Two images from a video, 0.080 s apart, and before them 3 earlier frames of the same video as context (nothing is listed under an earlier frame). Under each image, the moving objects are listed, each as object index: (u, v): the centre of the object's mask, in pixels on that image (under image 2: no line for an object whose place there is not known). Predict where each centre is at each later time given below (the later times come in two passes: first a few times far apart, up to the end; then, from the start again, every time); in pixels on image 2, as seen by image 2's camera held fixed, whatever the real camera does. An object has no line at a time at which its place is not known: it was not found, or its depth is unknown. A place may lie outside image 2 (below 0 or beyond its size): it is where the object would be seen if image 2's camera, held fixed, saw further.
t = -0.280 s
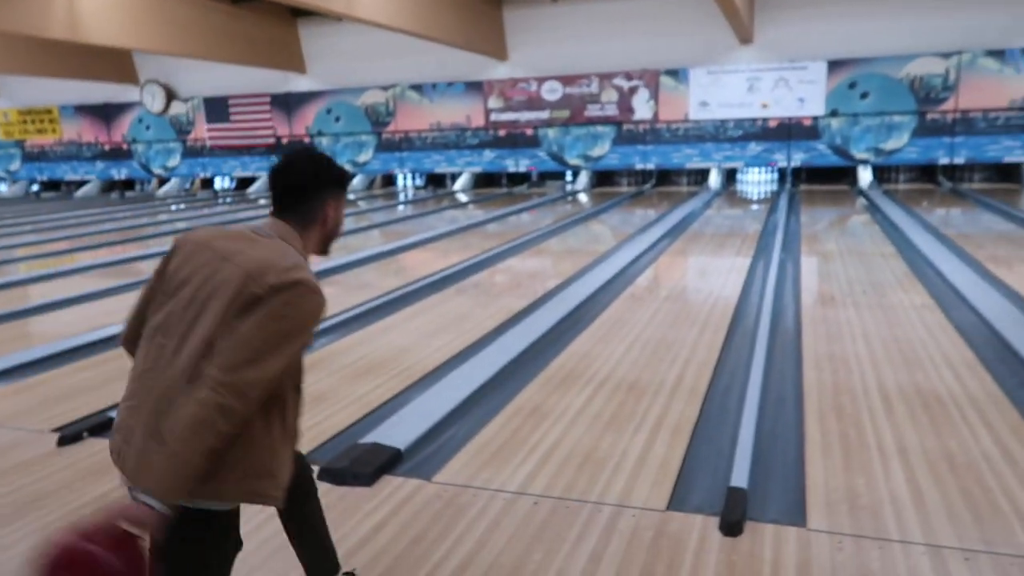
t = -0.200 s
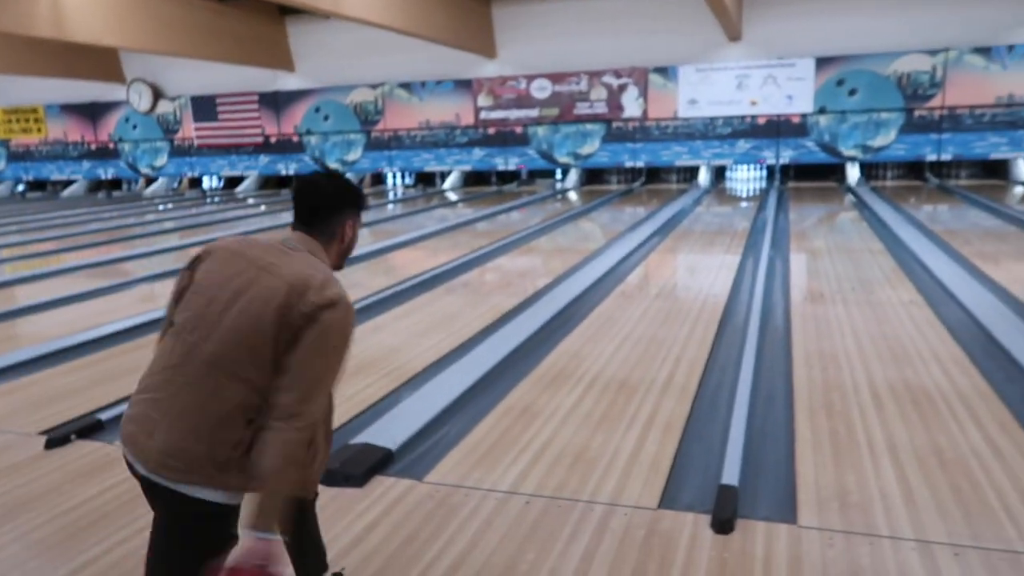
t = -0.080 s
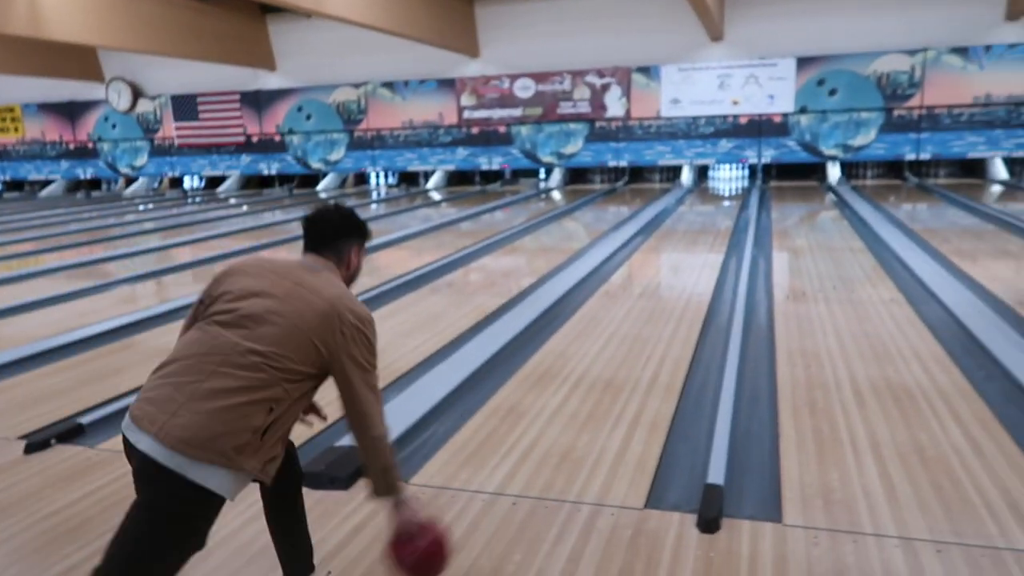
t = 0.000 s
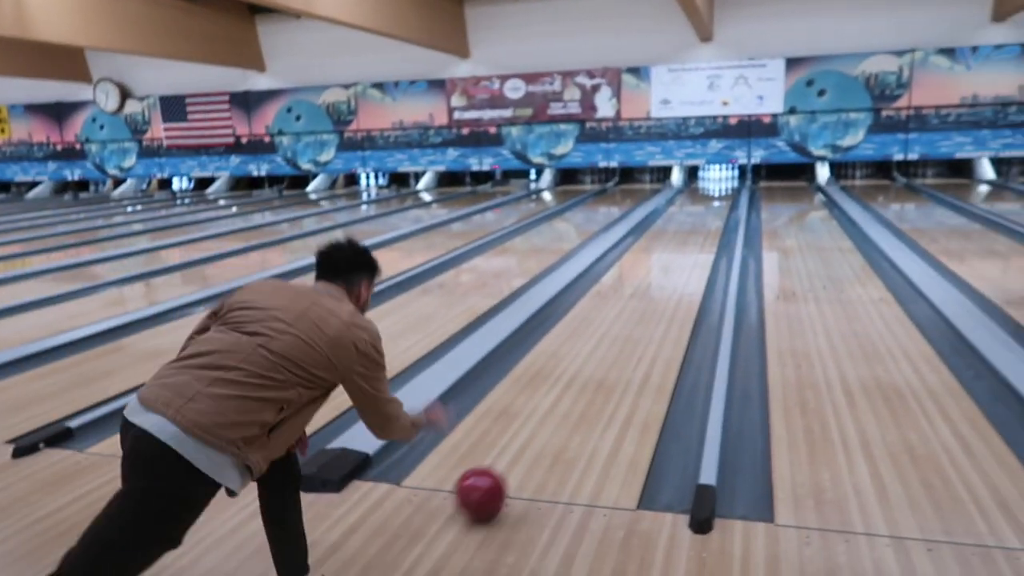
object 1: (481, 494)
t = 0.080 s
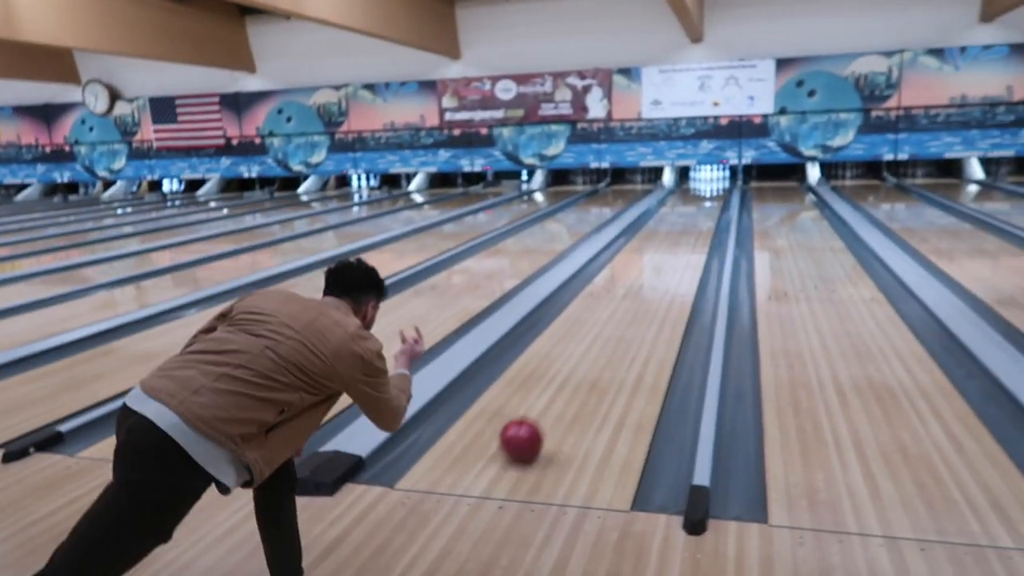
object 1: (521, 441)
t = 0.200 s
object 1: (570, 381)
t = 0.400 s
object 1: (621, 320)
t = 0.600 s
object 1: (652, 280)
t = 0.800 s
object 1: (673, 254)
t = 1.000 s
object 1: (688, 235)
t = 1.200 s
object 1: (699, 221)
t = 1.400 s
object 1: (708, 210)
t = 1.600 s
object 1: (715, 201)
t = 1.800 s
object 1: (721, 194)
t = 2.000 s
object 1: (726, 188)
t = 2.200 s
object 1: (731, 187)
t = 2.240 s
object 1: (732, 186)
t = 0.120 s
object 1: (540, 418)
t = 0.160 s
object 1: (556, 398)
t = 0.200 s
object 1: (570, 381)
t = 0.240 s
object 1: (583, 366)
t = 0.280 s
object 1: (594, 353)
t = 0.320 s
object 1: (604, 340)
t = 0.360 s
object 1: (613, 329)
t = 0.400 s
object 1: (621, 320)
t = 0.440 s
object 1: (629, 310)
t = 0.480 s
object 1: (635, 302)
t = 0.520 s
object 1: (641, 295)
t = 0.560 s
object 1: (647, 287)
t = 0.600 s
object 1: (652, 280)
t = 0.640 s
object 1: (657, 275)
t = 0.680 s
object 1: (661, 269)
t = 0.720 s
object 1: (665, 264)
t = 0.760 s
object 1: (670, 259)
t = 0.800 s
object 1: (673, 254)
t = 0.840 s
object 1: (676, 250)
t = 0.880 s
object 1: (679, 246)
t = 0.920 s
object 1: (683, 243)
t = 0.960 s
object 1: (685, 239)
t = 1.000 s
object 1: (688, 235)
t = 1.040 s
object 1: (690, 232)
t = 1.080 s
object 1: (693, 229)
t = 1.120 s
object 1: (695, 227)
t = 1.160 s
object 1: (697, 224)
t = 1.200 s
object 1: (699, 221)
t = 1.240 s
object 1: (701, 219)
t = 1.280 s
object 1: (703, 217)
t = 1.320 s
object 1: (705, 215)
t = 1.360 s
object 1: (707, 212)
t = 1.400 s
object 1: (708, 210)
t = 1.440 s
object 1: (710, 208)
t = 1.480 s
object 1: (711, 206)
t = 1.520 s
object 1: (713, 205)
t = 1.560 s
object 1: (714, 203)
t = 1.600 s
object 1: (715, 201)
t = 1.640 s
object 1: (716, 200)
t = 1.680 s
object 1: (717, 199)
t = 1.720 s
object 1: (719, 197)
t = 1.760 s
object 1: (720, 195)
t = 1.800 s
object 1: (721, 194)
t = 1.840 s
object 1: (722, 193)
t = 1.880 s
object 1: (722, 193)
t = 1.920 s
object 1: (723, 191)
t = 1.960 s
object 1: (724, 190)
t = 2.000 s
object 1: (726, 188)
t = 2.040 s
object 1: (727, 187)
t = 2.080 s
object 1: (727, 187)
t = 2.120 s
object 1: (728, 186)
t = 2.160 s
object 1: (730, 187)
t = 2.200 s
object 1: (731, 187)
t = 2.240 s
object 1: (732, 186)
